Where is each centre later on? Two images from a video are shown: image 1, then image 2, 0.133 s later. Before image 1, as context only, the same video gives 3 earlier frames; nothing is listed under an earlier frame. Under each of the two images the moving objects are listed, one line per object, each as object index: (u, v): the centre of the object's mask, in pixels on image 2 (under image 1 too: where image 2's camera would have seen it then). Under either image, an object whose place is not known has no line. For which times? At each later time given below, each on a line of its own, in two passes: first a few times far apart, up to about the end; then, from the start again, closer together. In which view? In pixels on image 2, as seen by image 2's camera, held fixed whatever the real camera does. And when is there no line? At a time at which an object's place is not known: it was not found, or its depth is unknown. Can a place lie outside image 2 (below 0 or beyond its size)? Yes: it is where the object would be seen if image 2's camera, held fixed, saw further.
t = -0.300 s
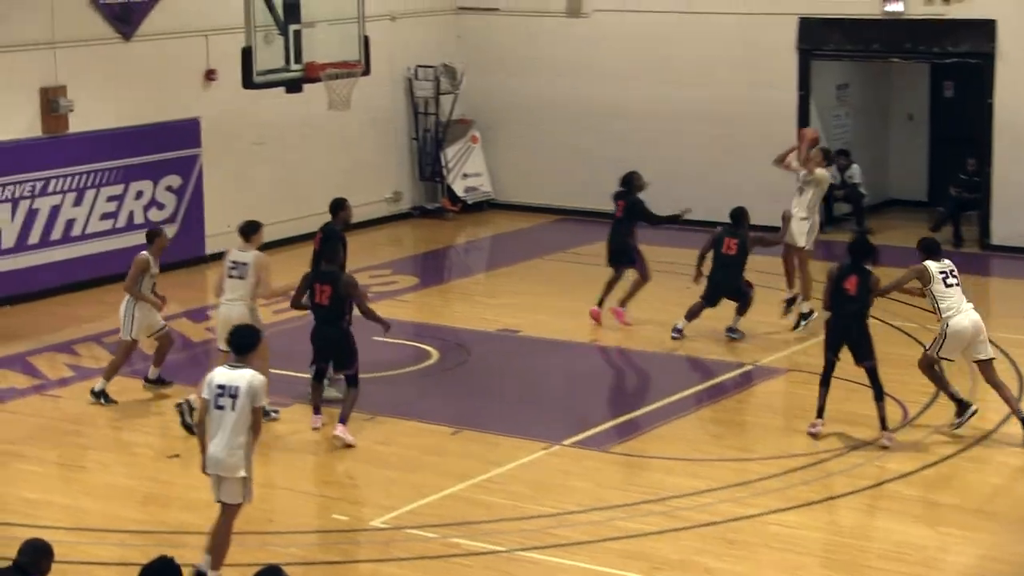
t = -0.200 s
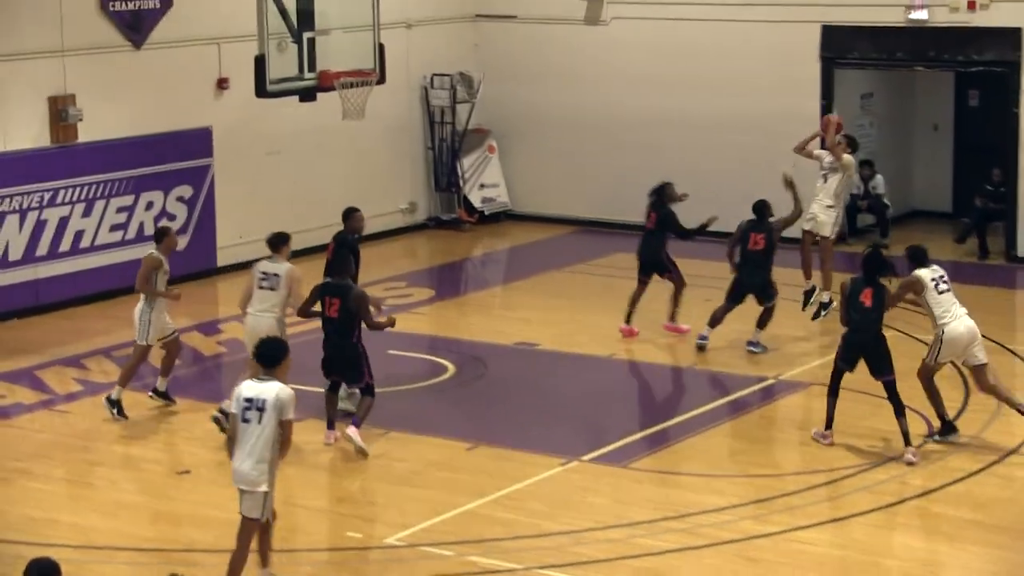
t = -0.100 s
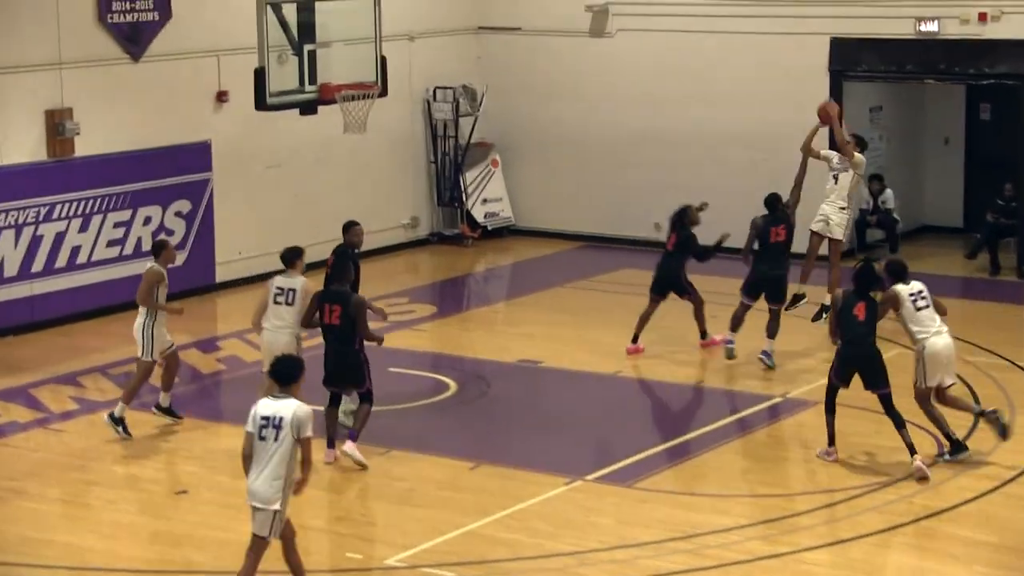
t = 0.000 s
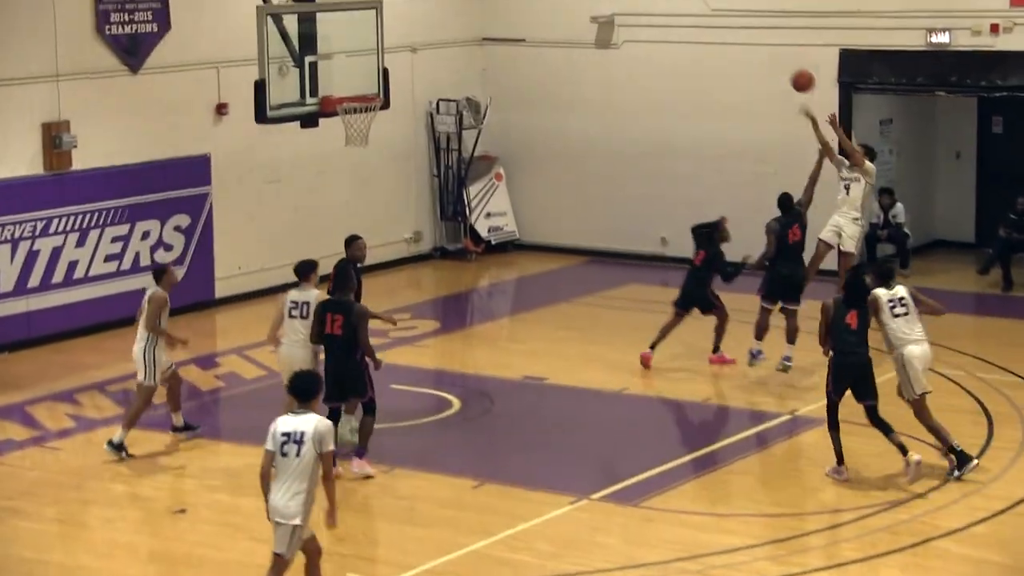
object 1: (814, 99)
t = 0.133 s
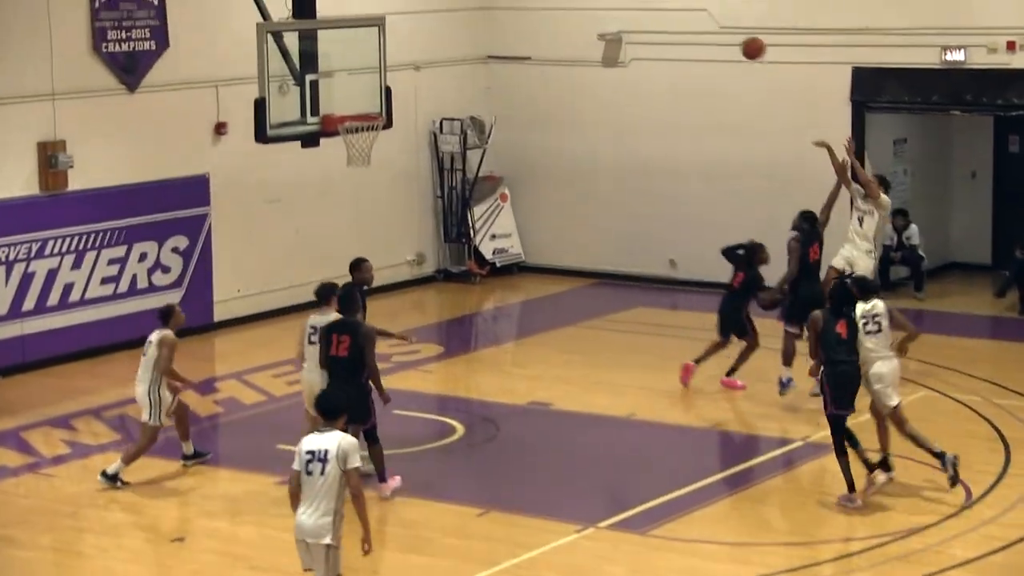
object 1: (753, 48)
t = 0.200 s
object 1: (721, 29)
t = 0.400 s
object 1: (629, -2)
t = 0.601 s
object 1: (536, 8)
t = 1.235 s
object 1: (479, 101)
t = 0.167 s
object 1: (737, 38)
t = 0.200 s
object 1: (721, 29)
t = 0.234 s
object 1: (707, 21)
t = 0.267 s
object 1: (692, 15)
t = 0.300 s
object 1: (676, 9)
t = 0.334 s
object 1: (661, 4)
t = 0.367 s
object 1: (645, 1)
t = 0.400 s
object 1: (629, -2)
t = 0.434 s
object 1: (614, -3)
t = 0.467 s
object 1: (598, -3)
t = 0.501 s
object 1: (583, -2)
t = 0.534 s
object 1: (567, 0)
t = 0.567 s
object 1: (551, 3)
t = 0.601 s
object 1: (536, 8)
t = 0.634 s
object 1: (520, 14)
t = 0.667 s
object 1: (505, 21)
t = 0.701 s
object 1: (490, 29)
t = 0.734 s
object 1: (475, 38)
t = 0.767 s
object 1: (459, 47)
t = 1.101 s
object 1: (439, 95)
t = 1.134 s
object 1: (449, 94)
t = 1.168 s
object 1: (460, 95)
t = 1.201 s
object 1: (469, 98)
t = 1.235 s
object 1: (479, 101)
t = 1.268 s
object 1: (489, 104)
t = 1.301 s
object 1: (498, 110)
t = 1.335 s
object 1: (508, 116)
